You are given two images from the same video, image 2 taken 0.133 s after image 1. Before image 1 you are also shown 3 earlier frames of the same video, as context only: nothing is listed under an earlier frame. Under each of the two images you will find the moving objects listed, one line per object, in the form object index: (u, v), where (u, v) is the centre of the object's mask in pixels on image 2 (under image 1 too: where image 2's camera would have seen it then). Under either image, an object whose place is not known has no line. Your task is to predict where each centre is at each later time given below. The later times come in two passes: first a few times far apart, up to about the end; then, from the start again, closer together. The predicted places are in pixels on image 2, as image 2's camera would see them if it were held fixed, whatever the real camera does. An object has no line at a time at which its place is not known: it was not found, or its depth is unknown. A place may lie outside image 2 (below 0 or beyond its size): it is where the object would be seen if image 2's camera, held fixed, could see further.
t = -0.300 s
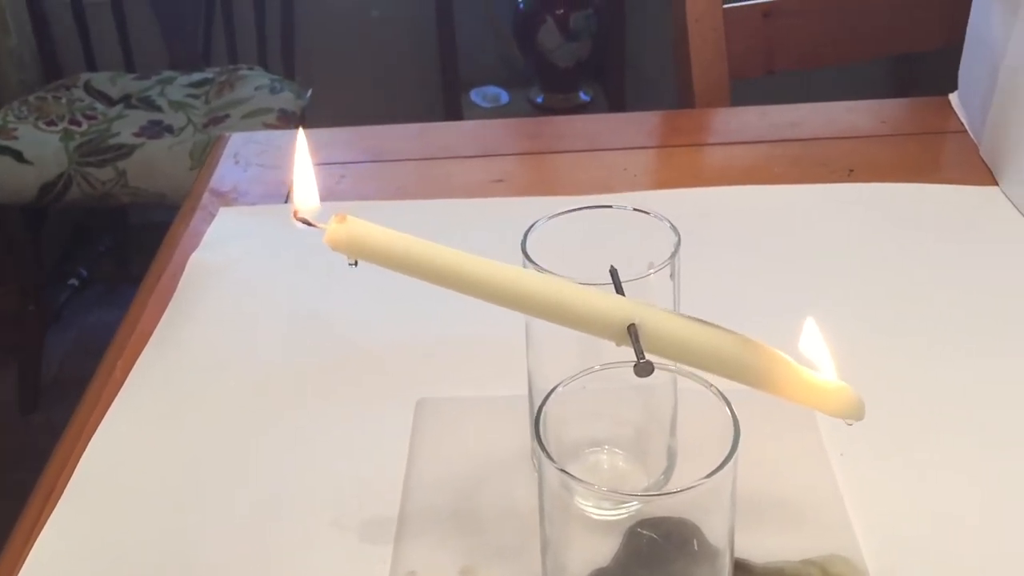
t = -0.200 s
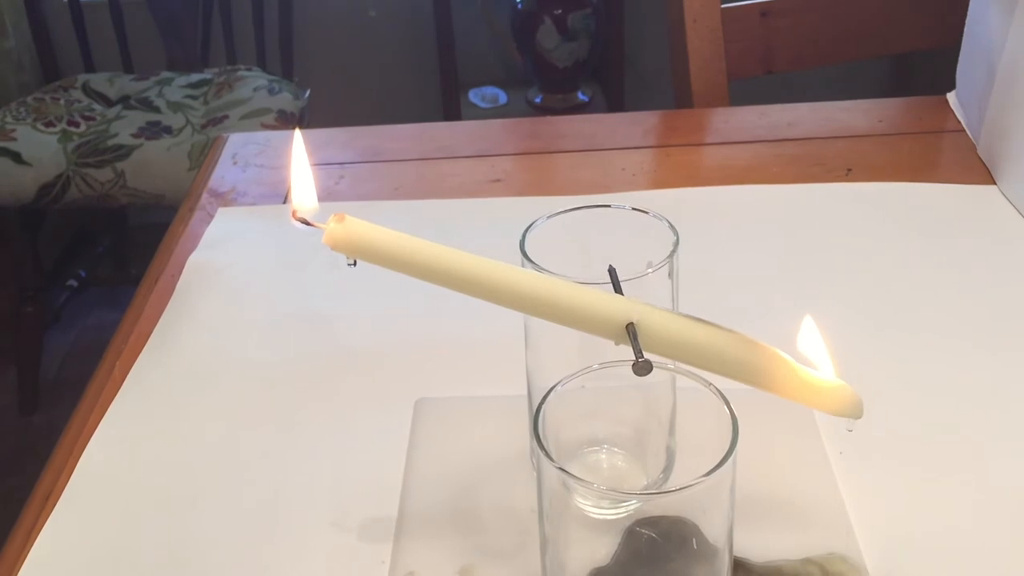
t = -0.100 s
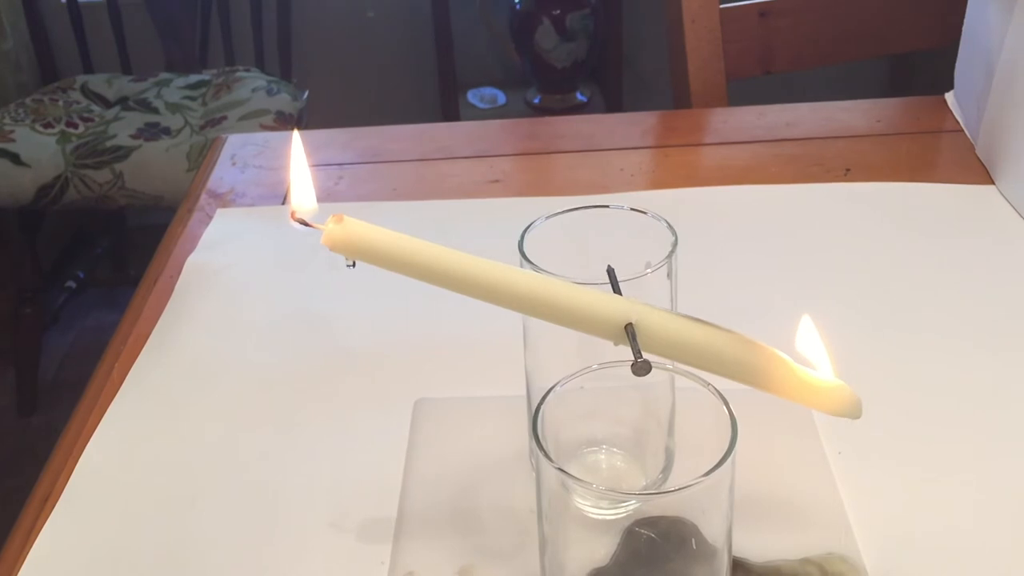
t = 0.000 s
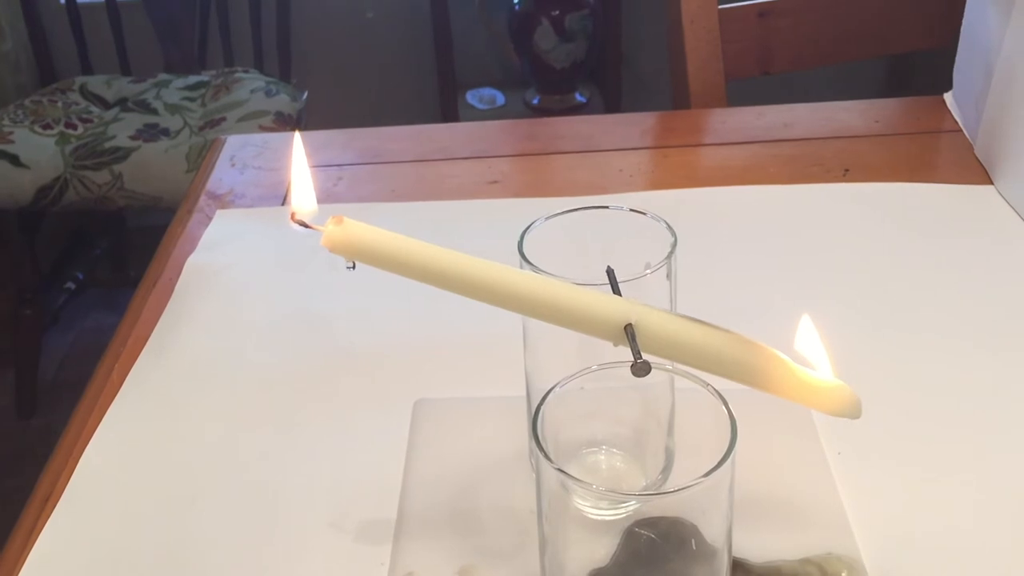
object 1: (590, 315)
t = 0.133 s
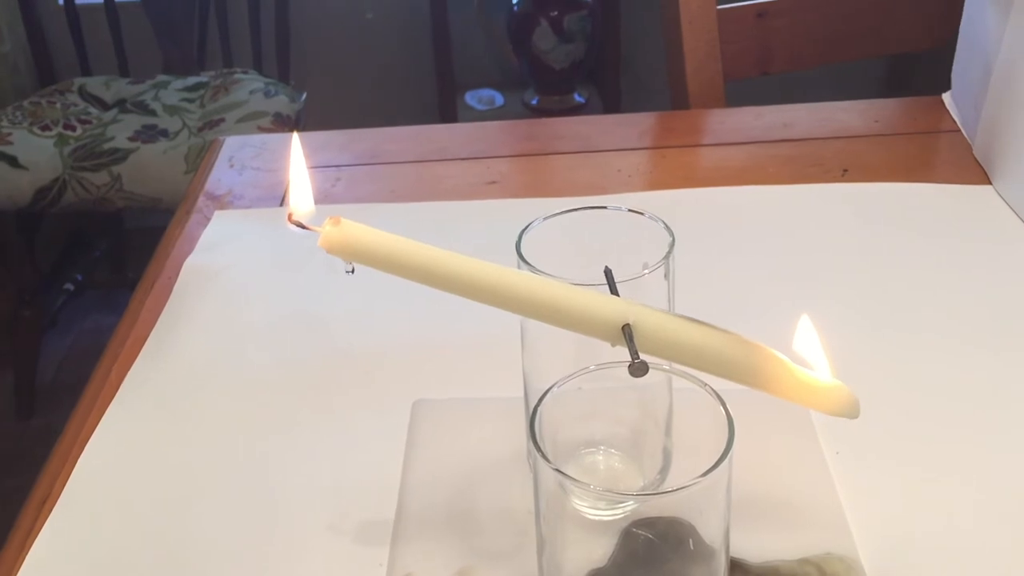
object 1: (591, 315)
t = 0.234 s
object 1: (591, 315)
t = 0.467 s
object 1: (591, 315)
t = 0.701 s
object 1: (590, 315)
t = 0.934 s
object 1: (590, 315)
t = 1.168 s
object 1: (592, 315)
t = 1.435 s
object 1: (591, 316)
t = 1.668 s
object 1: (591, 316)
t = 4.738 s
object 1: (594, 320)
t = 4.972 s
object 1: (595, 320)
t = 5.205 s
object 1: (595, 320)
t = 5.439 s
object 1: (595, 320)
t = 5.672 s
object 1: (594, 320)
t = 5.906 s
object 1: (595, 321)
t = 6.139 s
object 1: (595, 321)
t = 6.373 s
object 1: (595, 321)
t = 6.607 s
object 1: (596, 321)
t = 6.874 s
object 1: (596, 321)
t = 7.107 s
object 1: (597, 322)
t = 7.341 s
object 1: (597, 322)
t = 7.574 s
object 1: (598, 322)
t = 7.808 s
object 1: (598, 322)
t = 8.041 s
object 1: (597, 322)
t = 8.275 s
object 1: (597, 322)
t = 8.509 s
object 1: (598, 322)
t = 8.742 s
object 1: (598, 323)
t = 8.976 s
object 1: (598, 323)
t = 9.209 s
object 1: (598, 323)
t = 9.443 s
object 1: (598, 323)
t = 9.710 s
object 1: (597, 323)
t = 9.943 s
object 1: (598, 323)
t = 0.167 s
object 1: (591, 315)
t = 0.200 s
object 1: (591, 315)
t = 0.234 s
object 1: (591, 315)
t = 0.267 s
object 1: (591, 315)
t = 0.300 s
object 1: (591, 315)
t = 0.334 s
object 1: (591, 315)
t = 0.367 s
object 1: (591, 315)
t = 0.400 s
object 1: (591, 315)
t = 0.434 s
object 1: (591, 315)
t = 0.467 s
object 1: (591, 315)
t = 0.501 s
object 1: (591, 315)
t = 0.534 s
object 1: (591, 315)
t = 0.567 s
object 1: (591, 315)
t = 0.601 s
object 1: (591, 315)
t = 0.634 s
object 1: (590, 315)
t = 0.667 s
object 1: (591, 315)
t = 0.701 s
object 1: (590, 315)
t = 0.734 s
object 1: (590, 315)
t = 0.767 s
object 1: (590, 314)
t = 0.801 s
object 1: (590, 315)
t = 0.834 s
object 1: (590, 315)
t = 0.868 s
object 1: (590, 315)
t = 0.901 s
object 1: (590, 315)
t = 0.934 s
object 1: (590, 315)
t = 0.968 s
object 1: (590, 315)
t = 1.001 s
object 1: (590, 315)
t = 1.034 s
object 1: (591, 315)
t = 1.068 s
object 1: (591, 315)
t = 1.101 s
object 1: (591, 315)
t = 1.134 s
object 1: (591, 315)
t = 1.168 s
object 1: (592, 315)
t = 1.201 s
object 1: (591, 315)
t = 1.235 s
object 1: (591, 315)
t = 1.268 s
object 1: (591, 316)
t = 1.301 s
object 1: (592, 316)
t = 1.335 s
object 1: (591, 316)
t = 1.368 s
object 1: (591, 316)
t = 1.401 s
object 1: (591, 316)
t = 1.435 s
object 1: (591, 316)
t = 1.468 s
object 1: (591, 316)
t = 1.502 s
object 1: (591, 316)
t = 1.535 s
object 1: (591, 316)
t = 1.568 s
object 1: (591, 316)
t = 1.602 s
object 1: (591, 316)
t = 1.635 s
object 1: (591, 316)
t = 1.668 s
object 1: (591, 316)
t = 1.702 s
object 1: (591, 316)
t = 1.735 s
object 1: (592, 316)
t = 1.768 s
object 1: (591, 316)
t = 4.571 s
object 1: (594, 320)
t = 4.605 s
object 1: (595, 320)
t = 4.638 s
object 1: (595, 320)
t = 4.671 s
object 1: (595, 320)
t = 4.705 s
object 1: (594, 320)
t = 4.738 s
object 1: (594, 320)
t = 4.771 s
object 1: (594, 320)
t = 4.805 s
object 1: (594, 320)
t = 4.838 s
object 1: (595, 320)
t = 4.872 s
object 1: (594, 320)
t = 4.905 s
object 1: (595, 320)
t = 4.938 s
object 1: (595, 320)
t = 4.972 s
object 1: (595, 320)
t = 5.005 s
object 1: (595, 320)
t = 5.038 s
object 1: (595, 321)
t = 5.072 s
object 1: (595, 320)
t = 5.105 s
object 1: (594, 320)
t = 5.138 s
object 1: (595, 320)
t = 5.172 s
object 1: (595, 320)
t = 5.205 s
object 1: (595, 320)
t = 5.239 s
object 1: (595, 320)
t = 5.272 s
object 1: (595, 320)
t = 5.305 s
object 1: (595, 321)
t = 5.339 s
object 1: (595, 320)
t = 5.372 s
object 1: (595, 320)
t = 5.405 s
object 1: (595, 320)
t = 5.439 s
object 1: (595, 320)
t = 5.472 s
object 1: (595, 320)
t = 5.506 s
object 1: (594, 320)
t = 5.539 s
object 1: (595, 320)
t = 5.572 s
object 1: (594, 320)
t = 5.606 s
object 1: (594, 320)
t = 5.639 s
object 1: (594, 320)
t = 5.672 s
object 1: (594, 320)
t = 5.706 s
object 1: (594, 320)
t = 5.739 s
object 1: (594, 320)
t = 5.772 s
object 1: (594, 320)
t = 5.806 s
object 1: (594, 320)
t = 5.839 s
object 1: (594, 321)
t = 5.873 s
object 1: (595, 321)
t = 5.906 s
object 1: (595, 321)
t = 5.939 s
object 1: (595, 321)
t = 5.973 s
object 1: (596, 321)
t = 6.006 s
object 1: (595, 321)
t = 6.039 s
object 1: (596, 321)
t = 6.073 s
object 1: (595, 321)
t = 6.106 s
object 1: (595, 321)
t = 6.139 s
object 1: (595, 321)
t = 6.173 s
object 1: (595, 321)
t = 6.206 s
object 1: (595, 321)
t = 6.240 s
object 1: (595, 321)
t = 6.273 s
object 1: (595, 321)
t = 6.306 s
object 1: (595, 321)
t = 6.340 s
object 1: (595, 321)
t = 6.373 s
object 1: (595, 321)
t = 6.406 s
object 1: (595, 321)
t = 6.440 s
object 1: (595, 321)
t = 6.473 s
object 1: (595, 321)
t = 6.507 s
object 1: (595, 321)
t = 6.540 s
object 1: (595, 321)
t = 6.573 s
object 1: (596, 321)
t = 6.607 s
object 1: (596, 321)
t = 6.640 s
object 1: (596, 321)
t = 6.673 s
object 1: (596, 321)
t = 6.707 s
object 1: (596, 322)
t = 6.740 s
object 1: (596, 322)
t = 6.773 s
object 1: (597, 322)
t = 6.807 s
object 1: (596, 322)
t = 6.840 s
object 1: (596, 322)
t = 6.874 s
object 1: (596, 321)
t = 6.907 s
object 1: (596, 322)
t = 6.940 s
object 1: (597, 322)
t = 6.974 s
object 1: (596, 322)
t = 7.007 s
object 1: (597, 322)
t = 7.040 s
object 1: (597, 322)
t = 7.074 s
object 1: (597, 322)
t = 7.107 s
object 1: (597, 322)
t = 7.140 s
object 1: (597, 322)
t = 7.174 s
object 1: (597, 322)
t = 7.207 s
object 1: (597, 322)
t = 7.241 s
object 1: (597, 322)
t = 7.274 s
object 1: (597, 322)
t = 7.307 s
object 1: (597, 322)
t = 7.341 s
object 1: (597, 322)
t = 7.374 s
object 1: (597, 322)
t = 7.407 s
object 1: (597, 322)
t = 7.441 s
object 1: (597, 322)
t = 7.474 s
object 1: (598, 322)
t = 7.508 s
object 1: (598, 322)
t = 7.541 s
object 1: (598, 322)
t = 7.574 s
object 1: (598, 322)
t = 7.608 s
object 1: (598, 322)
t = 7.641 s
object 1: (598, 322)
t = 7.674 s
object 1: (598, 322)
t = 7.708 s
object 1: (599, 322)
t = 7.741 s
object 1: (598, 322)
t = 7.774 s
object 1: (598, 322)
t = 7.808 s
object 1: (598, 322)
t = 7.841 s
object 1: (598, 322)
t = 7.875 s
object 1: (598, 322)
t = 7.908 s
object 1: (598, 322)
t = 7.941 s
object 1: (597, 322)
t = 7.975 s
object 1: (597, 322)
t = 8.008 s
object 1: (597, 322)
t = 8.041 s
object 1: (597, 322)
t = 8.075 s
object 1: (597, 322)
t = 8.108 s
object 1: (597, 322)
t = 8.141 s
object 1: (597, 322)
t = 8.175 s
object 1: (597, 322)
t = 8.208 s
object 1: (597, 322)
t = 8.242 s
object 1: (597, 322)
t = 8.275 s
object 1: (597, 322)
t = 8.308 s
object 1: (597, 322)
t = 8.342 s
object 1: (597, 322)
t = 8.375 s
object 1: (598, 322)
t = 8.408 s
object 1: (598, 322)
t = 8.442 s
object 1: (598, 322)
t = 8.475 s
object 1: (598, 322)
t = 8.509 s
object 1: (598, 322)
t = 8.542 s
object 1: (598, 322)
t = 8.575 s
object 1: (598, 323)
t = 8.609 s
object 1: (598, 323)
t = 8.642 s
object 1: (598, 323)
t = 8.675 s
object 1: (599, 323)
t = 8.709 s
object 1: (598, 323)
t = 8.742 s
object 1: (598, 323)
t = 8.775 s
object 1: (598, 323)
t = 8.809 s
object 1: (598, 323)
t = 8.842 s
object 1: (598, 323)
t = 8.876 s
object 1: (597, 323)
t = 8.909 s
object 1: (597, 323)
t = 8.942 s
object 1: (597, 323)
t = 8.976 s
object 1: (598, 323)
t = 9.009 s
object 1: (598, 323)
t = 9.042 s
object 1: (598, 323)
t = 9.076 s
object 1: (597, 323)
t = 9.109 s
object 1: (598, 323)
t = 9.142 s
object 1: (598, 323)
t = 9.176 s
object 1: (598, 323)
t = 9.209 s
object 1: (598, 323)
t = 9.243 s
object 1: (598, 323)
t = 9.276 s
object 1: (598, 323)
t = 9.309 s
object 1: (598, 323)
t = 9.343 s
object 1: (598, 323)
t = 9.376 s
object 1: (598, 323)
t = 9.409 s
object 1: (598, 323)
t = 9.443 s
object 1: (598, 323)
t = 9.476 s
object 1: (598, 323)
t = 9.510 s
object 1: (598, 323)
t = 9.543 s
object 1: (598, 323)
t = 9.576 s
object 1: (597, 323)
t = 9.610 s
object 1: (598, 323)
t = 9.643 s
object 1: (598, 323)
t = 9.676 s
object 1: (598, 323)
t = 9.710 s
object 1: (597, 323)
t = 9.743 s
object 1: (597, 323)
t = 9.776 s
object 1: (597, 323)
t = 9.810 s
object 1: (597, 323)
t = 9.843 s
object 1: (597, 323)
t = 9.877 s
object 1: (597, 323)
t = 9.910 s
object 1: (598, 323)
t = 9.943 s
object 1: (598, 323)
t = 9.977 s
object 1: (598, 323)
